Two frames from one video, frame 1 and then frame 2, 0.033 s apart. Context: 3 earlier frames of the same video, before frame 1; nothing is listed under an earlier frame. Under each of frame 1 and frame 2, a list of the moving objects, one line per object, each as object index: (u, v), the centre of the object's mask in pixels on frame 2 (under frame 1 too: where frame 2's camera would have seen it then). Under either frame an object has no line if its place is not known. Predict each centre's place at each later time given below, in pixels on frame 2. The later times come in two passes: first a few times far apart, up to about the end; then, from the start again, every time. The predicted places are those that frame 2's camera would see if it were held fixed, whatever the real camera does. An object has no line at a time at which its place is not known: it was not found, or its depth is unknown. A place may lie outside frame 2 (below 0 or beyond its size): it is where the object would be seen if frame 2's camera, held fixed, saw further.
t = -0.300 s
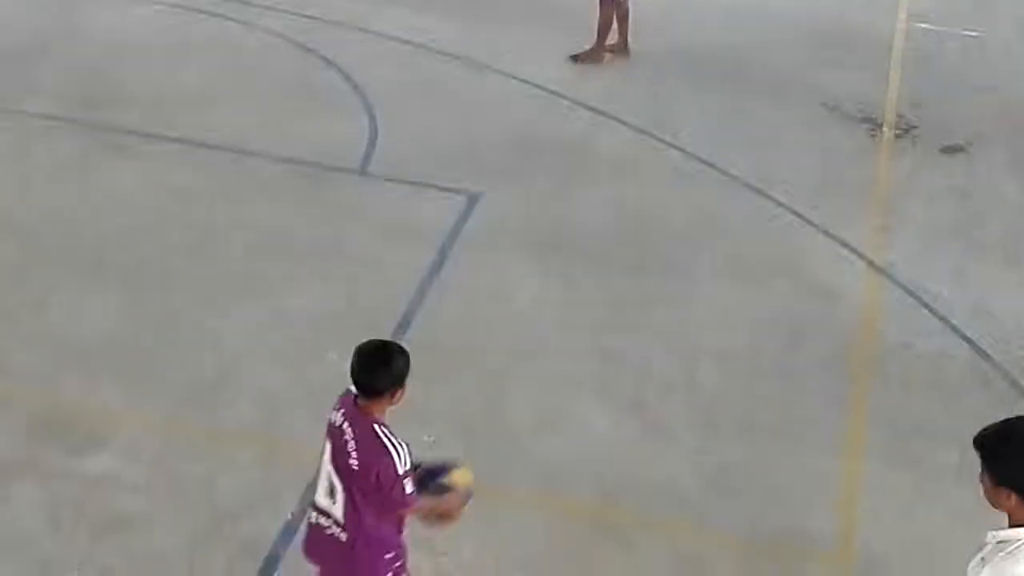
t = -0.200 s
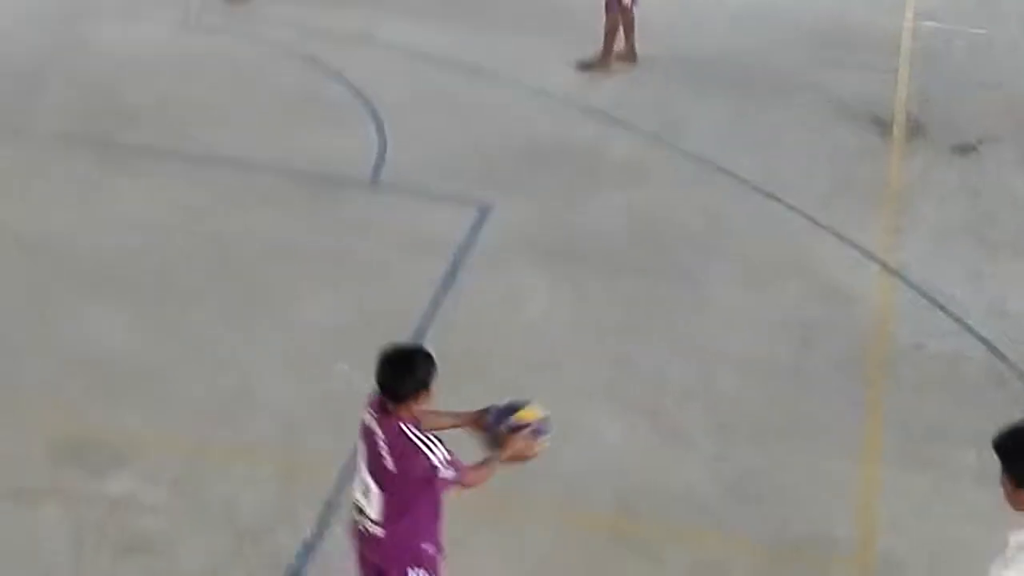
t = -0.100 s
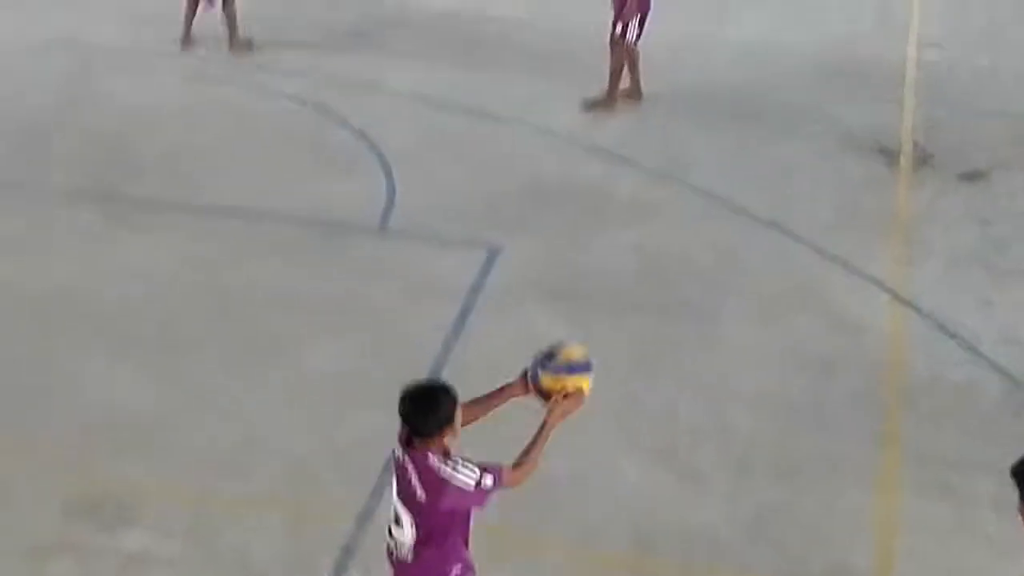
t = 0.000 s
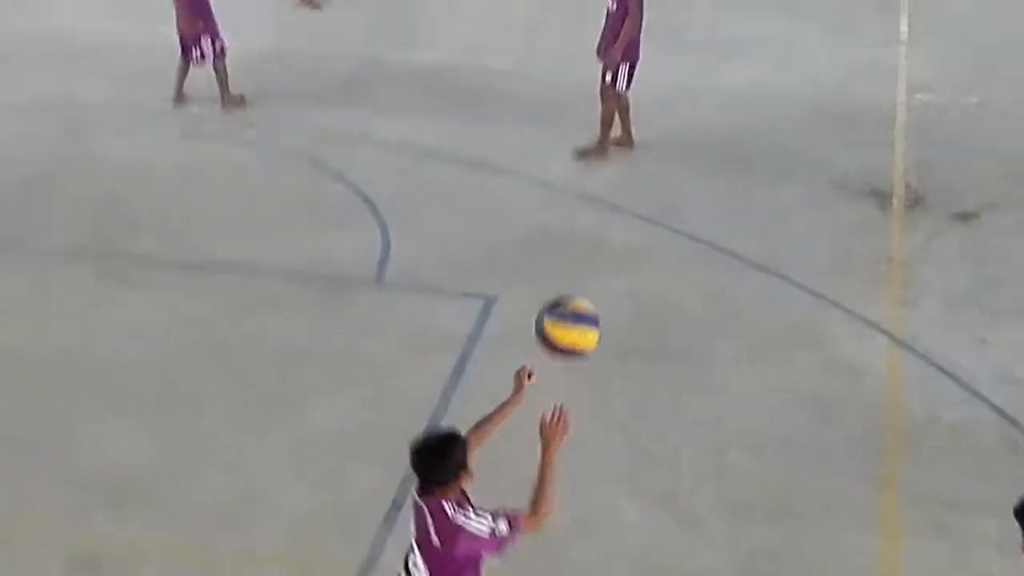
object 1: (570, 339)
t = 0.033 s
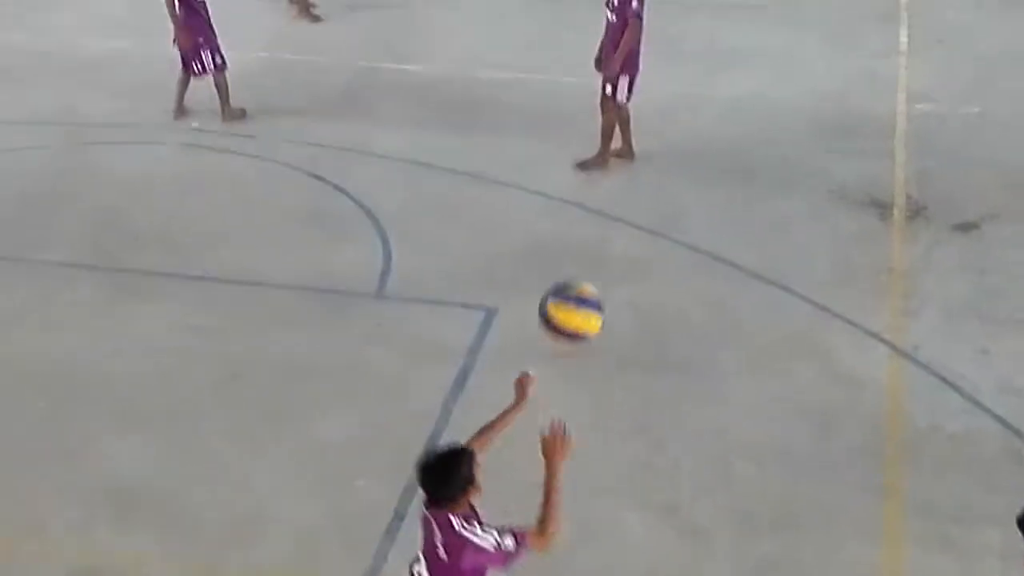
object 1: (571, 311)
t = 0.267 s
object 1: (583, 210)
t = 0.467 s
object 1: (589, 241)
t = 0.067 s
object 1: (573, 287)
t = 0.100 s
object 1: (575, 268)
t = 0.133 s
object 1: (576, 251)
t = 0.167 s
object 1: (578, 236)
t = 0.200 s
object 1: (580, 224)
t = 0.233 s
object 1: (582, 215)
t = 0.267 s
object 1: (583, 210)
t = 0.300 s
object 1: (585, 206)
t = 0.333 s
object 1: (585, 209)
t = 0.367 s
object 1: (587, 212)
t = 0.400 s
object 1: (589, 219)
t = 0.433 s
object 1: (590, 229)
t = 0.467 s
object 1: (589, 241)
